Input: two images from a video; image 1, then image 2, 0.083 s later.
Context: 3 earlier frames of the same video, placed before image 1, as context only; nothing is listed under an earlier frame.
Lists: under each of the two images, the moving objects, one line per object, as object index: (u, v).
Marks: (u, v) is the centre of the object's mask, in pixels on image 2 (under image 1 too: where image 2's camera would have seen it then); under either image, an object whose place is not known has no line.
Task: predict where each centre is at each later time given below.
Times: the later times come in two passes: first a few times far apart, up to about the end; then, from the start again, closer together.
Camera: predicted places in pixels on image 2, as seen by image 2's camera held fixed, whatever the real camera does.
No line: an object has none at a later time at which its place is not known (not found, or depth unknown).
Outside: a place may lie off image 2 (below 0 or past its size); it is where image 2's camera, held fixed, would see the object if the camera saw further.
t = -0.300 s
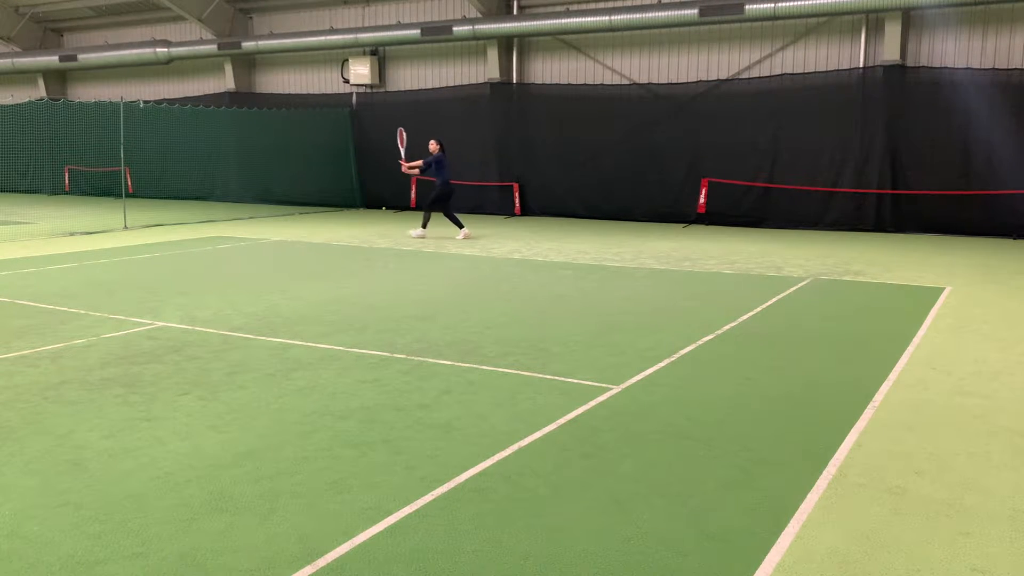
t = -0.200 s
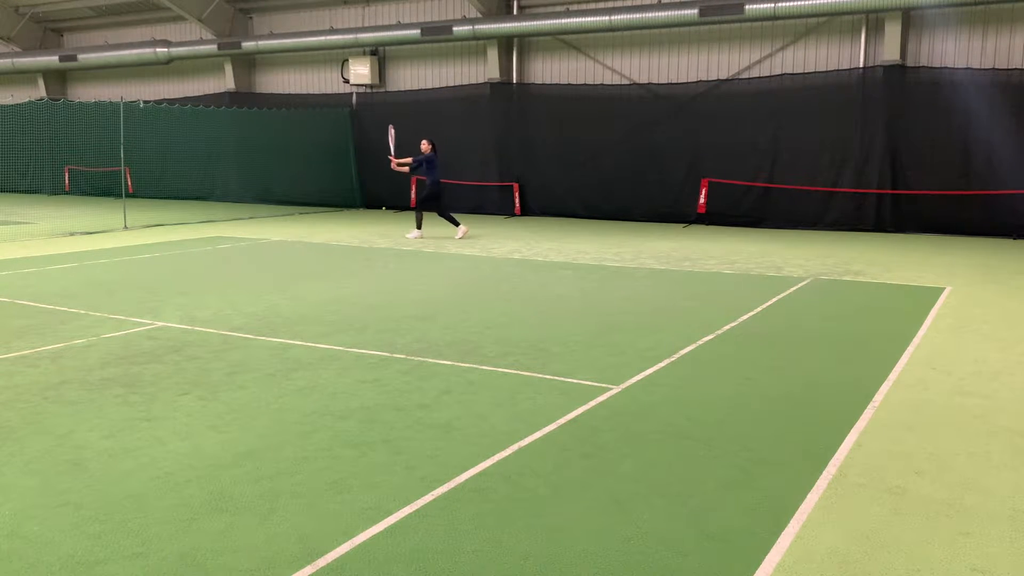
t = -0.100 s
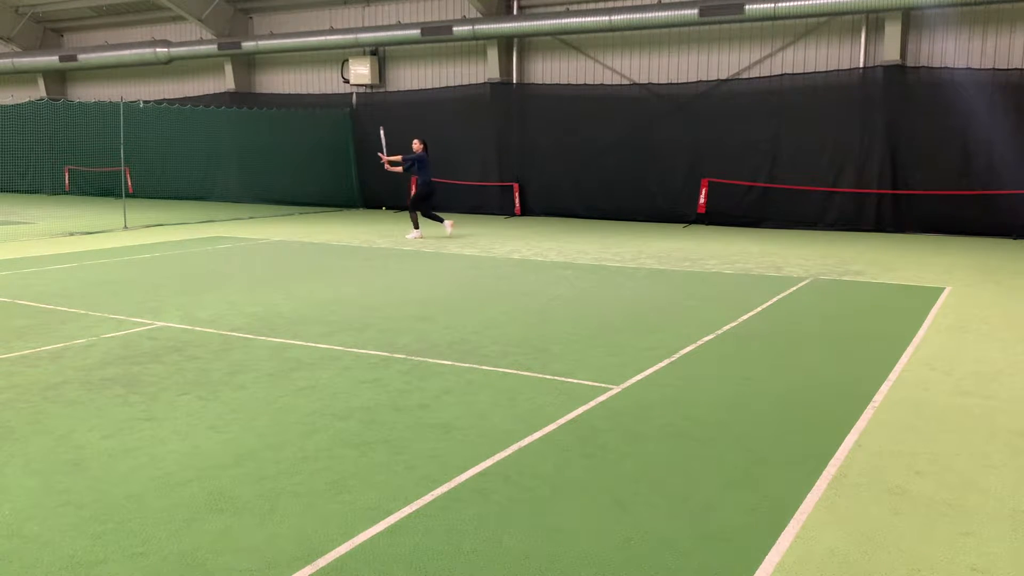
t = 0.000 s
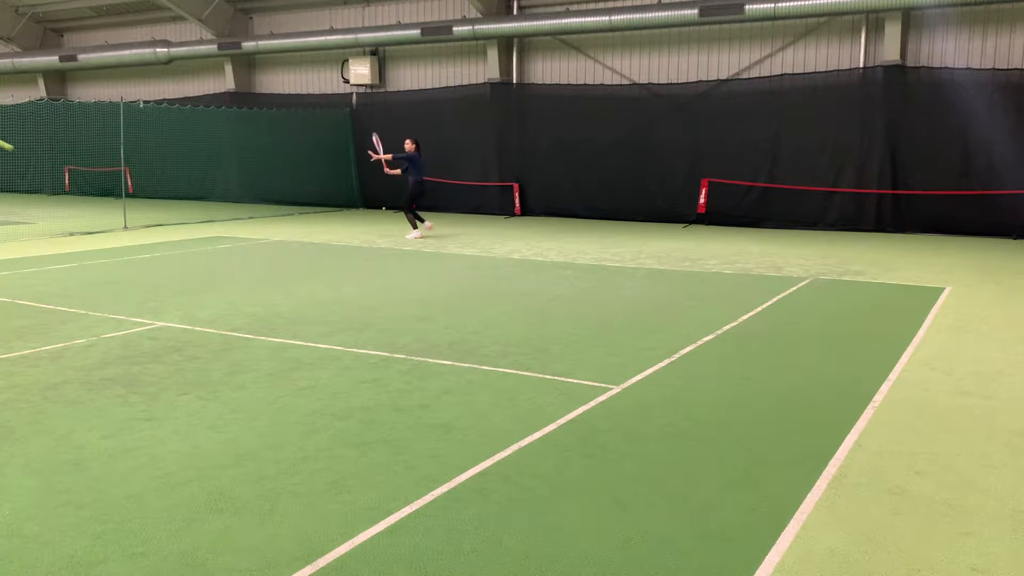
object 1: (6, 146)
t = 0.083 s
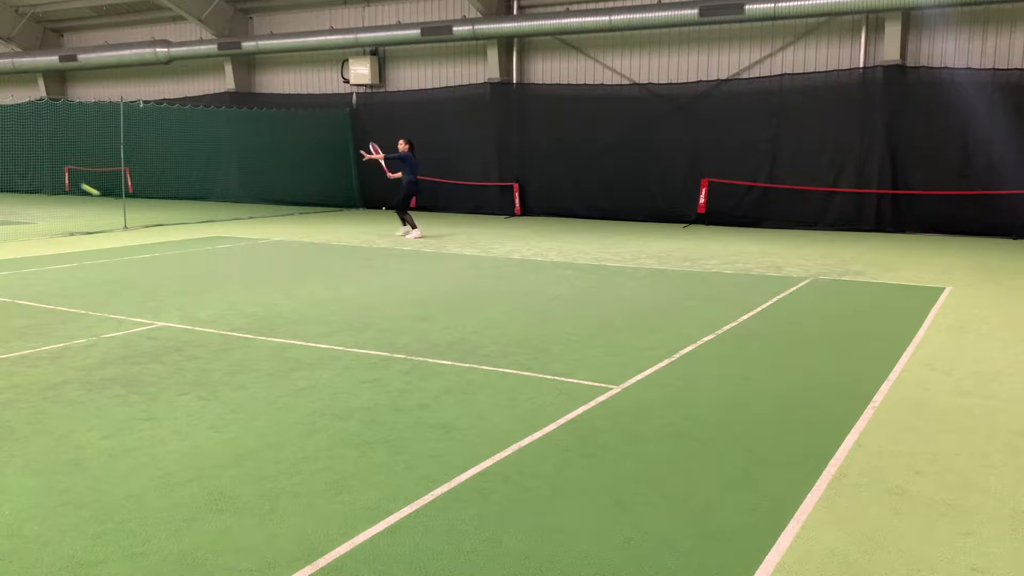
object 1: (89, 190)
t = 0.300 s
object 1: (221, 206)
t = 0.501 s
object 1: (281, 145)
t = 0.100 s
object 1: (104, 198)
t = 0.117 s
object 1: (119, 207)
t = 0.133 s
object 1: (133, 215)
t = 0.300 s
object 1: (221, 206)
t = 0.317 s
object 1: (226, 199)
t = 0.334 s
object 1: (232, 193)
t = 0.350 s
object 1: (237, 187)
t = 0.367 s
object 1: (242, 181)
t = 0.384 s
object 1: (247, 176)
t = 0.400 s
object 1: (252, 170)
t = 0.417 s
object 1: (257, 165)
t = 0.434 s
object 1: (262, 161)
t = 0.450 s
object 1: (267, 157)
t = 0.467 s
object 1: (272, 153)
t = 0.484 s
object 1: (277, 149)
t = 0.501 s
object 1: (281, 145)
